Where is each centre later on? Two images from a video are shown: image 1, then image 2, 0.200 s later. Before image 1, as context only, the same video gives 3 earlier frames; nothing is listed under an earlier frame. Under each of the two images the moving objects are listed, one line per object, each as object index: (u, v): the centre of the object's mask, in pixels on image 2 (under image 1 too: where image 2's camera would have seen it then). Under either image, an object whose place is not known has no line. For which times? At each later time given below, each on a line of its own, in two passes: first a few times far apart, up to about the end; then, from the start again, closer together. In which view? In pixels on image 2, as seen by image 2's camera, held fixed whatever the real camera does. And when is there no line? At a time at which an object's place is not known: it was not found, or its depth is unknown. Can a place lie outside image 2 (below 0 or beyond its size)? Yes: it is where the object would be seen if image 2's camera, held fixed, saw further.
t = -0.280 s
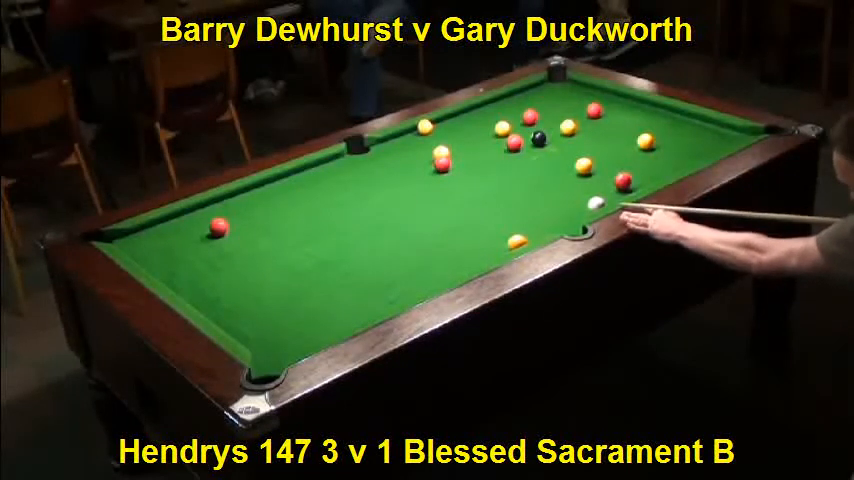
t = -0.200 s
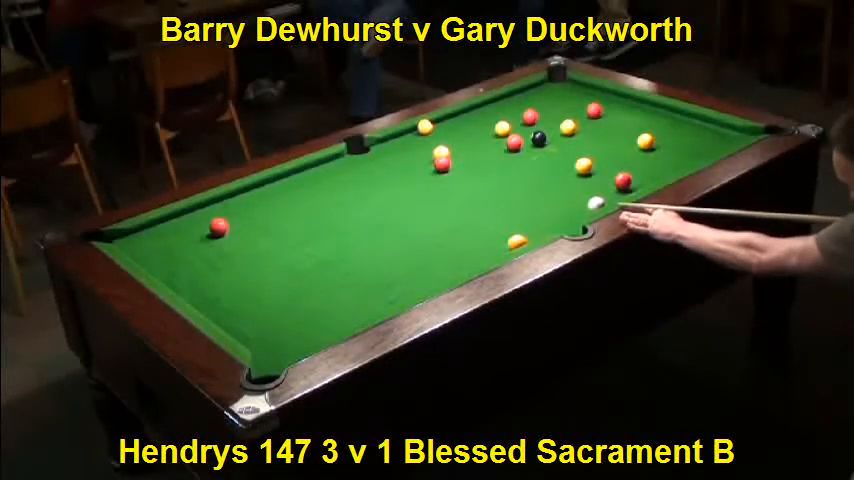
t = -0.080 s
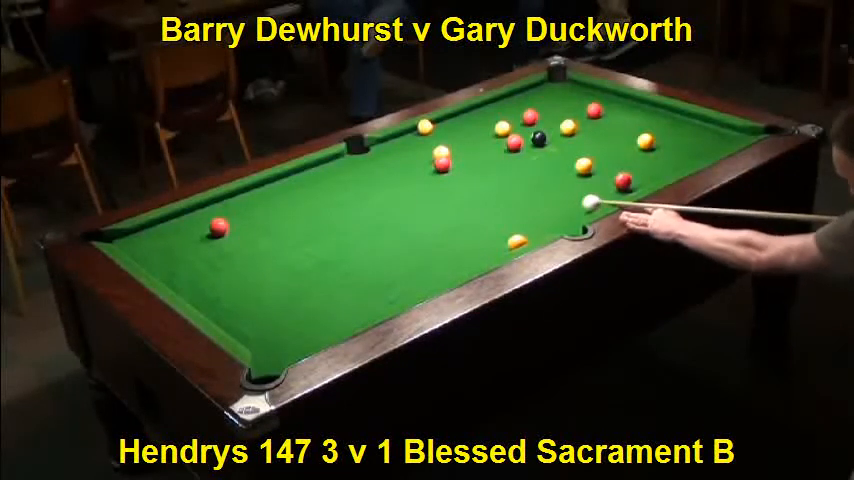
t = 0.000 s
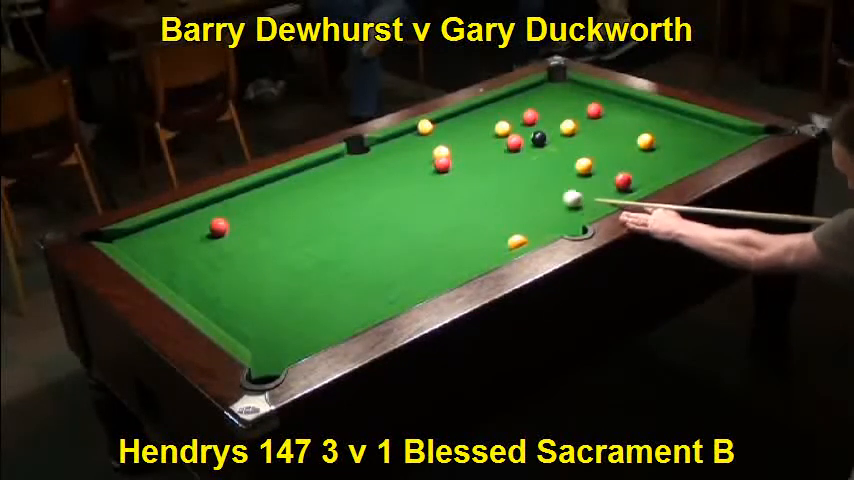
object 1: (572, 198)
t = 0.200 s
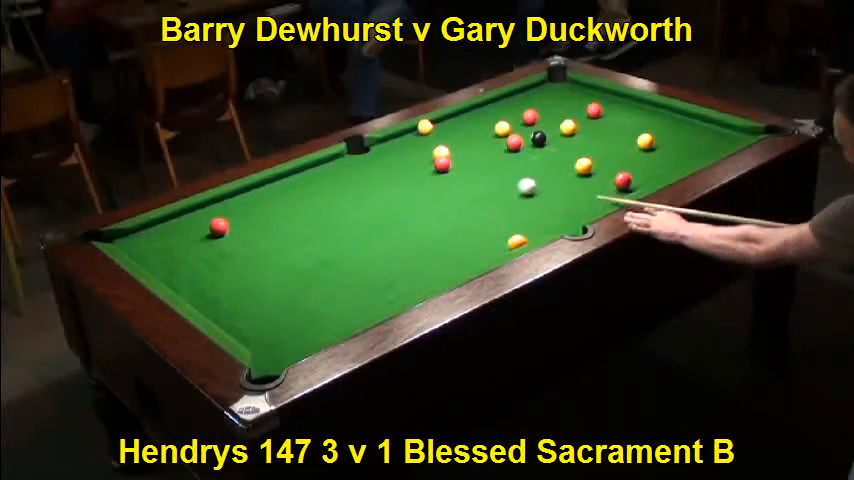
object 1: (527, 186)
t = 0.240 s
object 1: (518, 184)
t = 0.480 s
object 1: (471, 172)
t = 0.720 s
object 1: (453, 167)
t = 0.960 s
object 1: (451, 167)
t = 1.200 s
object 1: (451, 167)
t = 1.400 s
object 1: (451, 167)
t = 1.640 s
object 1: (451, 167)
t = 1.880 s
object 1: (451, 167)
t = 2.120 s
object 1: (451, 167)
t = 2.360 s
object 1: (451, 167)
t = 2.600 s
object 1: (451, 167)
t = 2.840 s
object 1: (451, 167)
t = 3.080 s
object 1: (451, 167)
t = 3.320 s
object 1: (451, 167)
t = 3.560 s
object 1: (451, 167)
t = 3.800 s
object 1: (451, 167)
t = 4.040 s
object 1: (451, 167)
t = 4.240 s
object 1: (451, 167)
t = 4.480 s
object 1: (451, 167)
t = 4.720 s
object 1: (451, 167)
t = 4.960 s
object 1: (451, 167)
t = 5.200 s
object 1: (451, 167)
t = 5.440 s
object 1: (451, 167)
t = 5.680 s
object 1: (451, 167)
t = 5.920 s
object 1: (451, 167)
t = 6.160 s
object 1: (451, 167)
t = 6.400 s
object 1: (451, 167)
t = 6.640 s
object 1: (451, 167)
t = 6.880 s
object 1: (451, 167)
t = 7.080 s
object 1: (451, 167)
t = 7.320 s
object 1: (451, 167)
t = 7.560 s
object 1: (451, 167)
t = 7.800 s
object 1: (451, 167)
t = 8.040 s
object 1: (451, 167)
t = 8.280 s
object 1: (451, 167)
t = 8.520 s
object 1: (451, 167)
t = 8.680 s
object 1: (452, 166)
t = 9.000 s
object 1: (450, 167)
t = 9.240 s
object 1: (451, 167)
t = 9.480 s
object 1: (451, 167)
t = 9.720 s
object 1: (451, 167)
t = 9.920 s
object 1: (451, 167)
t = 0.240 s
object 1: (518, 184)
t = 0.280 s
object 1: (510, 182)
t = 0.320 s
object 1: (502, 180)
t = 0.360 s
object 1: (494, 178)
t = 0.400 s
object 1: (486, 176)
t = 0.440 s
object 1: (479, 174)
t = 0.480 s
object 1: (471, 172)
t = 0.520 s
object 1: (464, 170)
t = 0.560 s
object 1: (457, 168)
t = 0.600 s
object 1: (454, 168)
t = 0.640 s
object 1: (453, 168)
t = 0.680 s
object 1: (453, 168)
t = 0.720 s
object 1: (453, 167)
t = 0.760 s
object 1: (452, 167)
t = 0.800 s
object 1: (452, 167)
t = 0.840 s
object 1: (451, 167)
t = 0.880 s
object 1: (451, 167)
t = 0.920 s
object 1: (451, 167)
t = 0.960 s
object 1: (451, 167)
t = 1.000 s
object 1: (451, 167)
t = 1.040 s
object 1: (451, 167)
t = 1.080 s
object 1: (451, 167)
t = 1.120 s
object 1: (451, 167)
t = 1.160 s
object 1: (451, 167)
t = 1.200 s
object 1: (451, 167)
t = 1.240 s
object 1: (451, 167)
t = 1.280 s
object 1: (451, 167)
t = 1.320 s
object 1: (451, 167)
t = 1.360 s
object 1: (451, 167)
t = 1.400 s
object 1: (451, 167)
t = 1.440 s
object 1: (451, 167)
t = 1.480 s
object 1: (451, 167)
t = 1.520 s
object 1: (451, 167)
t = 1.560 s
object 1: (451, 167)
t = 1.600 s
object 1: (451, 167)
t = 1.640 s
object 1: (451, 167)
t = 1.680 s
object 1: (451, 167)
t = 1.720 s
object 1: (451, 167)
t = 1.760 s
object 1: (451, 167)
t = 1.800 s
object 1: (451, 167)
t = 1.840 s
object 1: (451, 167)
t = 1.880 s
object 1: (451, 167)
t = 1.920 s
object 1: (451, 167)
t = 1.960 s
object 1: (451, 167)
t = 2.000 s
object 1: (451, 167)
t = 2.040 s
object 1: (451, 168)
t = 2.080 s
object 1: (451, 168)
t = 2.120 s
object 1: (451, 167)
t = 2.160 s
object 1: (451, 167)
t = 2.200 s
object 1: (451, 167)
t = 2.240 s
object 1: (451, 167)
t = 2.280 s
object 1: (451, 167)
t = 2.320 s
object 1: (451, 167)
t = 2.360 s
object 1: (451, 167)
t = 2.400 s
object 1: (451, 167)
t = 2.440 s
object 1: (451, 167)
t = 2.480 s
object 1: (451, 167)
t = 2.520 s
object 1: (451, 167)
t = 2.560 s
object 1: (451, 167)
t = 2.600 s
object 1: (451, 167)
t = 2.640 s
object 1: (451, 167)
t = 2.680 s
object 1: (451, 167)
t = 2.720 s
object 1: (451, 167)
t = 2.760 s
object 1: (451, 167)
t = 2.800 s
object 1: (451, 167)
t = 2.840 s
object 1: (451, 167)
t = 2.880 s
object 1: (451, 167)
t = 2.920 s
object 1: (451, 167)
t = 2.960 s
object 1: (451, 167)
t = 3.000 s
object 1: (451, 167)
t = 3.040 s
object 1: (451, 167)
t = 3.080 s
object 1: (451, 167)
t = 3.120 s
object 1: (451, 167)
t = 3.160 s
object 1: (451, 167)
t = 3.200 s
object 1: (451, 167)
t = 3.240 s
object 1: (451, 167)
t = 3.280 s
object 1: (451, 167)
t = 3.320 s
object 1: (451, 167)
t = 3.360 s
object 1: (451, 167)
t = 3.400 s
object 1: (451, 167)
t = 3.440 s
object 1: (451, 167)
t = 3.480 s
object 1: (451, 167)
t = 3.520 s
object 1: (451, 167)
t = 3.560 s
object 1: (451, 167)
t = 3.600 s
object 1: (451, 167)
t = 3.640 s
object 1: (451, 167)
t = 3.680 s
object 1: (451, 167)
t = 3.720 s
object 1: (451, 167)
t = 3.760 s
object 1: (451, 167)
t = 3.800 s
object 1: (451, 167)
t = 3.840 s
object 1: (451, 167)
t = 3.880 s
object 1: (451, 167)
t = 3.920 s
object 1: (451, 167)
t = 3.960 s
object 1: (451, 167)
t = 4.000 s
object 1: (451, 167)
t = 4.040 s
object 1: (451, 167)
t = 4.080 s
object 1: (451, 167)
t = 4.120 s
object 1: (451, 167)
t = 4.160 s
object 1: (451, 167)
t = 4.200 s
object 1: (451, 167)
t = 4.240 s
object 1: (451, 167)
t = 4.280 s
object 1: (451, 167)
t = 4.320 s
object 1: (451, 167)
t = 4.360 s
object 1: (451, 167)
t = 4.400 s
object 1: (451, 167)
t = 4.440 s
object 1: (451, 167)
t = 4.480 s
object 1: (451, 167)
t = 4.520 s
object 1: (451, 167)
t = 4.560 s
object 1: (451, 167)
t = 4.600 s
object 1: (451, 167)
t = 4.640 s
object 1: (451, 167)
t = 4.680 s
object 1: (451, 167)
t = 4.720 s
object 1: (451, 167)
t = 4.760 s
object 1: (451, 167)
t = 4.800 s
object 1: (451, 167)
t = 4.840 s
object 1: (451, 167)
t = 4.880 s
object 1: (451, 167)
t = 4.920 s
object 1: (451, 167)
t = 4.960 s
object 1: (451, 167)
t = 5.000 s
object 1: (451, 167)
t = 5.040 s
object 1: (451, 167)
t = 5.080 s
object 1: (451, 167)
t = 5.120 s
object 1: (451, 167)
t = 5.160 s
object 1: (451, 167)
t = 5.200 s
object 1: (451, 167)
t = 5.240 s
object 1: (451, 167)
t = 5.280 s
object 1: (451, 167)
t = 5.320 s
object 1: (451, 167)
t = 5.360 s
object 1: (451, 167)
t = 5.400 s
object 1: (451, 167)
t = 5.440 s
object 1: (451, 167)
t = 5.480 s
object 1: (451, 167)
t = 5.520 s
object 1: (451, 166)
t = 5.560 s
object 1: (451, 166)
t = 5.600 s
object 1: (451, 167)
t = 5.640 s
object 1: (451, 167)
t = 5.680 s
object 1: (451, 167)
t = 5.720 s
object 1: (451, 167)
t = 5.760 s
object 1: (451, 167)
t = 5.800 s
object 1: (451, 167)
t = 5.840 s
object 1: (451, 167)
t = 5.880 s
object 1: (451, 167)
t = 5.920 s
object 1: (451, 167)
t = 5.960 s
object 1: (451, 167)
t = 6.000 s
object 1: (451, 166)
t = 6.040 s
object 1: (451, 167)
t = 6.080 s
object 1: (451, 167)
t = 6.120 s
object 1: (451, 167)
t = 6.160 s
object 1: (451, 167)
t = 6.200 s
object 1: (451, 167)
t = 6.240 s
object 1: (451, 167)
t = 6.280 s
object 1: (451, 167)
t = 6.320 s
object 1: (451, 167)
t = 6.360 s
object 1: (451, 167)
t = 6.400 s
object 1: (451, 167)
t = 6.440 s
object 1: (451, 167)
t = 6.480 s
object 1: (451, 167)
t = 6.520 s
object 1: (451, 167)
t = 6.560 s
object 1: (451, 167)
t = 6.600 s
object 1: (451, 167)
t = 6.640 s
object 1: (451, 167)
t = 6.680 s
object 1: (451, 167)
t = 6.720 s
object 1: (451, 167)
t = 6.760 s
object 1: (451, 167)
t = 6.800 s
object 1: (451, 167)
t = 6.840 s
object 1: (451, 167)
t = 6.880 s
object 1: (451, 167)
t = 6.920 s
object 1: (451, 167)
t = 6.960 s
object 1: (451, 167)
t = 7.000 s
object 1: (451, 167)
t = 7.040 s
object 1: (451, 167)
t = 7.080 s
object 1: (451, 167)
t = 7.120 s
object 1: (451, 167)
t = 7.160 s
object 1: (451, 167)
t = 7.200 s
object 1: (451, 167)
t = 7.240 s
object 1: (451, 167)
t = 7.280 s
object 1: (451, 167)
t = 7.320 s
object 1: (451, 167)
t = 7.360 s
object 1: (451, 167)
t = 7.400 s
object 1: (451, 167)
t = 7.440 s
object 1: (451, 167)
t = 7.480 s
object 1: (451, 167)
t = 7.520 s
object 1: (451, 167)
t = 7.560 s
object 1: (451, 167)
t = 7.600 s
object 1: (451, 167)
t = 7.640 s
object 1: (451, 167)
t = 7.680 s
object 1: (451, 167)
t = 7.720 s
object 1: (451, 167)
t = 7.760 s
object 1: (451, 167)
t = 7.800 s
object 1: (451, 167)
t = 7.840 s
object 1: (451, 167)
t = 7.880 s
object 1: (451, 167)
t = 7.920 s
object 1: (451, 167)
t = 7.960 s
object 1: (451, 167)
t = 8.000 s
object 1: (451, 167)
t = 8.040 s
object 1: (451, 167)
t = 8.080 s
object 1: (451, 167)
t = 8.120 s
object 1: (451, 167)
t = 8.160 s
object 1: (451, 167)
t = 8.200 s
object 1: (451, 167)
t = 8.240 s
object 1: (451, 167)
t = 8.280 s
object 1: (451, 167)
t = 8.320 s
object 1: (451, 167)
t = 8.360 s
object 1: (451, 167)
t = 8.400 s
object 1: (451, 167)
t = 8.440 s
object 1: (451, 167)
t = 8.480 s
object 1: (451, 167)
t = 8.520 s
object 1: (451, 167)
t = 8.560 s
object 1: (451, 167)
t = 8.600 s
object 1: (451, 167)
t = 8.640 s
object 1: (451, 167)
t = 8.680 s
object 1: (452, 166)
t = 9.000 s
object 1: (450, 167)
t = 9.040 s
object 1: (451, 167)
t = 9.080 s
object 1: (451, 167)
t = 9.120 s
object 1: (451, 167)
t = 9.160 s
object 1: (451, 167)
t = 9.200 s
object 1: (451, 167)
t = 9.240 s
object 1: (451, 167)
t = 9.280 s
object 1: (451, 167)
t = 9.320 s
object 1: (451, 167)
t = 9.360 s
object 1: (451, 167)
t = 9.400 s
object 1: (451, 167)
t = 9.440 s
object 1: (451, 167)
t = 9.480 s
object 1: (451, 167)
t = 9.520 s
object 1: (451, 167)
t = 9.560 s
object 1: (451, 167)
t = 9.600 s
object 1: (451, 167)
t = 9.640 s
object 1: (451, 167)
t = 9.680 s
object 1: (451, 167)
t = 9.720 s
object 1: (451, 167)
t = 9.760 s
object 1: (451, 167)
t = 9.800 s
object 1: (451, 167)
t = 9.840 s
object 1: (451, 167)
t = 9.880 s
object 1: (451, 167)
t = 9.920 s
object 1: (451, 167)
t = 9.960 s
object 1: (451, 167)
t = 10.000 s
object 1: (451, 167)
